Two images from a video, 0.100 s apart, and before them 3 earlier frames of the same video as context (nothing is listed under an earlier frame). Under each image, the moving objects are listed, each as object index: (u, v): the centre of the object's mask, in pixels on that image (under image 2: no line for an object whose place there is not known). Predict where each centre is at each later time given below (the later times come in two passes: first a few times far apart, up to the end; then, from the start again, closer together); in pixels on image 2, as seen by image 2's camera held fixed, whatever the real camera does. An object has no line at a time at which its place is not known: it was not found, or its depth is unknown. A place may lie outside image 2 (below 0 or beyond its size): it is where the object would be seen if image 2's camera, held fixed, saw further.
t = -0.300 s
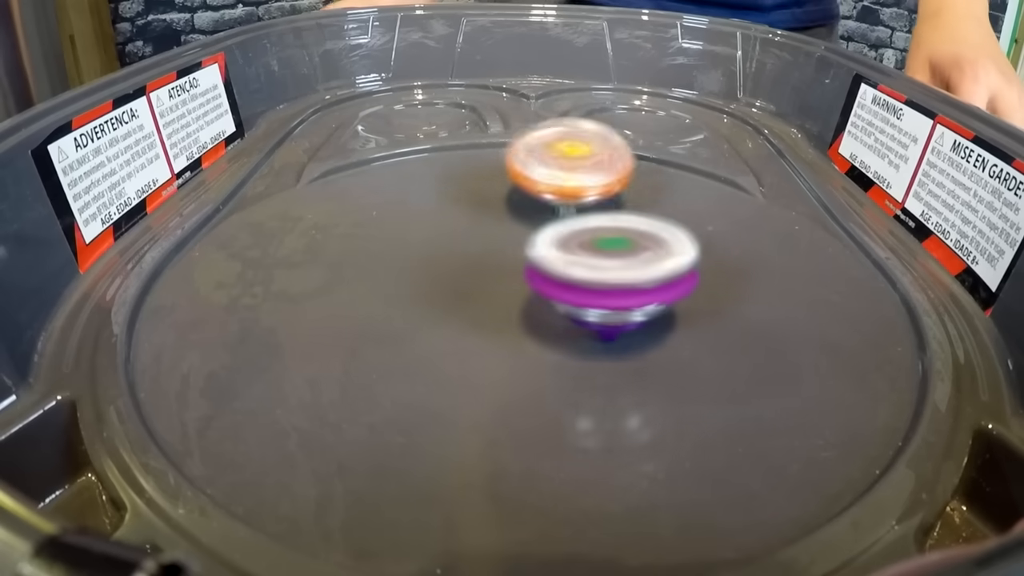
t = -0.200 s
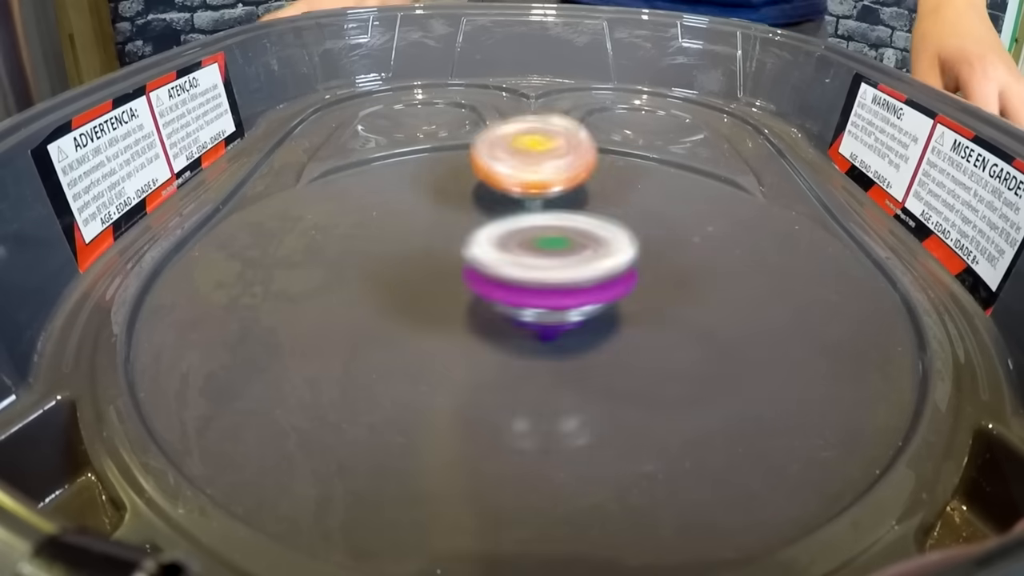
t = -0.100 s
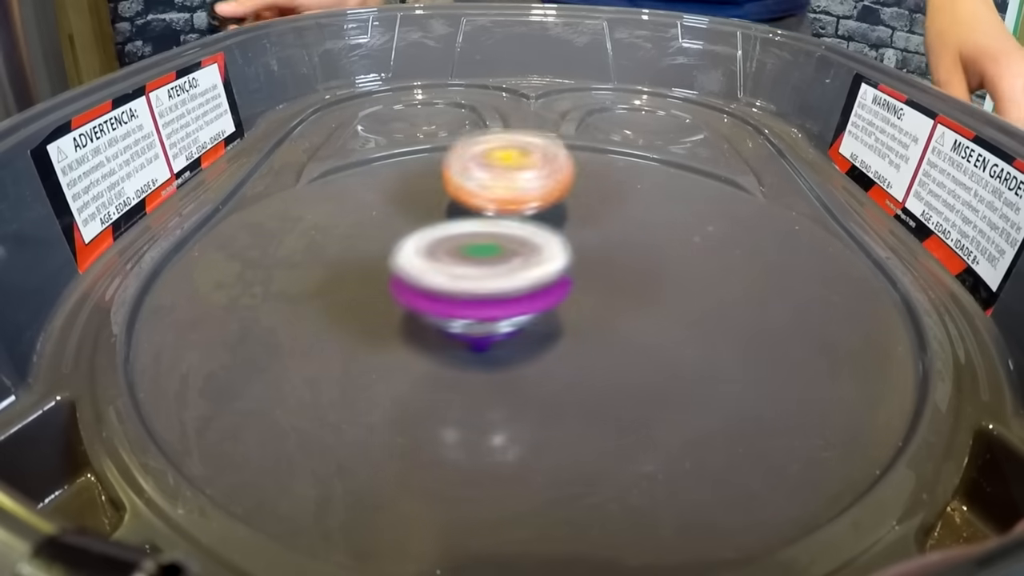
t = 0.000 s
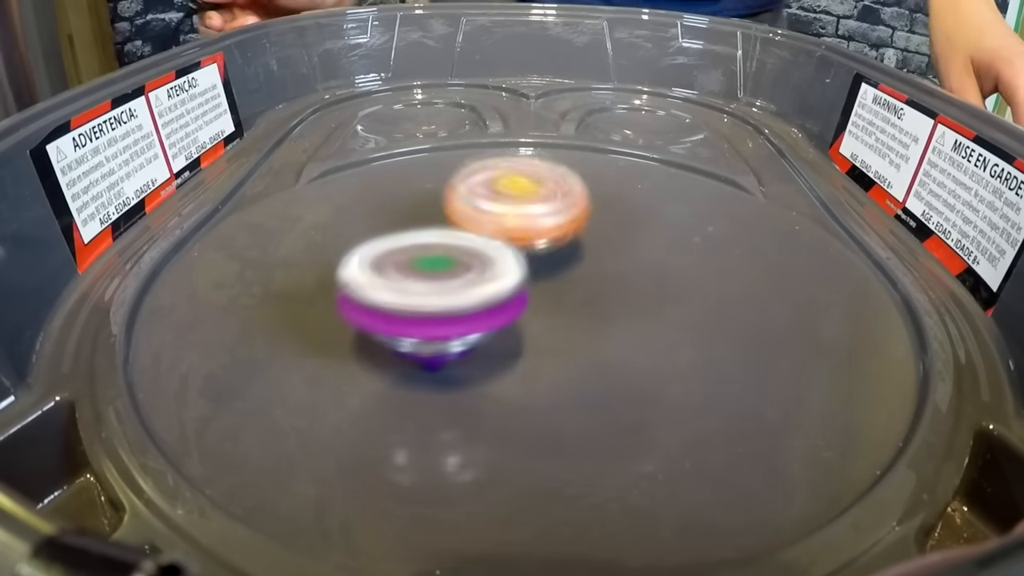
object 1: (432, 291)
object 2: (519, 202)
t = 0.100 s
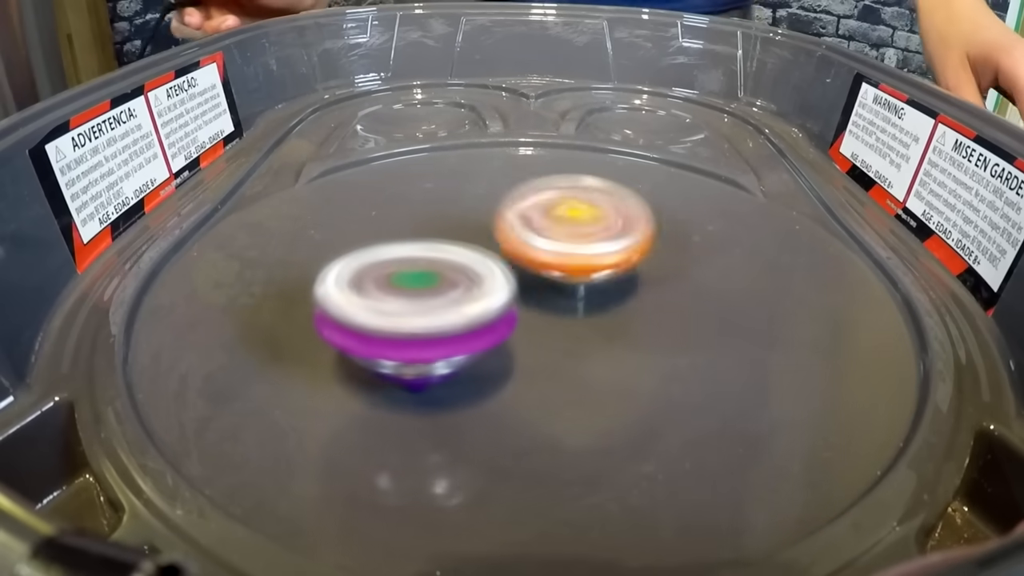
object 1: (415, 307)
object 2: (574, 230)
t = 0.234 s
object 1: (447, 312)
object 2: (669, 237)
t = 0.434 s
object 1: (490, 294)
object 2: (664, 218)
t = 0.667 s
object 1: (324, 293)
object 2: (664, 218)
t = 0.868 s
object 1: (268, 303)
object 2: (644, 210)
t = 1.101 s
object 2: (580, 248)
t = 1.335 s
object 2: (750, 279)
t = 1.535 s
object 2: (796, 175)
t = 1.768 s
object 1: (444, 153)
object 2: (743, 140)
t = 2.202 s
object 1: (634, 315)
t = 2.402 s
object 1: (517, 202)
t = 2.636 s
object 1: (539, 138)
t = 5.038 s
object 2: (600, 189)
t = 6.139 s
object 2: (584, 187)
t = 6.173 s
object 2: (589, 180)
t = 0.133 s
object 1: (420, 311)
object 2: (600, 239)
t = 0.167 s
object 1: (427, 313)
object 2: (628, 239)
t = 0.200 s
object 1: (437, 313)
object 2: (652, 239)
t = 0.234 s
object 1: (447, 312)
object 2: (669, 237)
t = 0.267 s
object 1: (458, 310)
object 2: (681, 235)
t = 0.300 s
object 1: (467, 308)
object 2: (685, 227)
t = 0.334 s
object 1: (474, 306)
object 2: (683, 225)
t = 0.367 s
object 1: (481, 302)
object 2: (679, 222)
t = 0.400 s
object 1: (486, 298)
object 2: (673, 219)
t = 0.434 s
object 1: (490, 294)
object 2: (664, 218)
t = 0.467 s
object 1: (494, 289)
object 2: (653, 219)
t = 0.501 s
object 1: (495, 285)
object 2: (641, 219)
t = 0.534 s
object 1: (494, 282)
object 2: (629, 222)
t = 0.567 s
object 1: (491, 279)
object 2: (619, 226)
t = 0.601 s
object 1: (430, 283)
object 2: (637, 224)
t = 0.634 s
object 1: (368, 291)
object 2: (654, 219)
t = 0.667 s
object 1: (324, 293)
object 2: (664, 218)
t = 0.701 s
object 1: (295, 294)
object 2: (669, 213)
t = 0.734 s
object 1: (280, 295)
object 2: (667, 210)
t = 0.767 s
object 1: (273, 297)
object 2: (665, 209)
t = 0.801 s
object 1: (270, 299)
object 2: (660, 207)
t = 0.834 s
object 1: (268, 302)
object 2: (651, 208)
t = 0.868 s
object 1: (268, 303)
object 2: (644, 210)
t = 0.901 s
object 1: (270, 304)
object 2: (634, 210)
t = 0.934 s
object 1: (274, 305)
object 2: (624, 214)
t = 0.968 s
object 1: (280, 306)
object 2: (614, 217)
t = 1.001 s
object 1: (288, 306)
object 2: (603, 223)
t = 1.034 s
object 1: (298, 305)
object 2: (595, 231)
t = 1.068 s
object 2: (586, 239)
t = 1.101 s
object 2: (580, 248)
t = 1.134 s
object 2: (578, 256)
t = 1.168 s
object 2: (574, 264)
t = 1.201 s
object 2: (571, 270)
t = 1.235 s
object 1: (365, 291)
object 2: (568, 277)
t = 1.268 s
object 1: (372, 287)
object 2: (579, 286)
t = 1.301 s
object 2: (668, 285)
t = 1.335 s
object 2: (750, 279)
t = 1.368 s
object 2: (814, 264)
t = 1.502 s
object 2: (825, 188)
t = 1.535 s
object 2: (796, 175)
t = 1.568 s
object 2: (770, 161)
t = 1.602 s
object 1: (416, 201)
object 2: (743, 156)
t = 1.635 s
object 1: (456, 196)
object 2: (715, 152)
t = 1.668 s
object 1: (493, 191)
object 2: (683, 153)
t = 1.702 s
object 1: (526, 188)
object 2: (650, 156)
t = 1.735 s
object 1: (503, 170)
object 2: (674, 146)
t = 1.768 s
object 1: (444, 153)
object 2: (743, 140)
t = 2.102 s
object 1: (495, 272)
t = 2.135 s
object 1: (539, 293)
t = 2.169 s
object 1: (588, 305)
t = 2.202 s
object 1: (634, 315)
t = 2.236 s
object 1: (620, 281)
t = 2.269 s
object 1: (592, 263)
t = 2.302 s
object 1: (564, 257)
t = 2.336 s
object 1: (546, 228)
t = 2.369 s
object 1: (527, 222)
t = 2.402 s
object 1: (517, 202)
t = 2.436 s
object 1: (509, 189)
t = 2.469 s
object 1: (505, 175)
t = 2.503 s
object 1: (504, 162)
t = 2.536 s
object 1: (509, 152)
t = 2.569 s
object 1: (517, 146)
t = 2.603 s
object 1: (527, 141)
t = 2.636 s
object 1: (539, 138)
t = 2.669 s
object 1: (554, 137)
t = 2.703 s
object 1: (573, 139)
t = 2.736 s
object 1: (594, 141)
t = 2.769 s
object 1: (615, 146)
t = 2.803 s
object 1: (635, 152)
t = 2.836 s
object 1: (656, 158)
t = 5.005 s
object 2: (594, 176)
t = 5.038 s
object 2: (600, 189)
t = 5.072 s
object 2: (604, 202)
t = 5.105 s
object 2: (604, 215)
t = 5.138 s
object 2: (601, 226)
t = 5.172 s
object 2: (593, 239)
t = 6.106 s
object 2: (572, 194)
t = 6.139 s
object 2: (584, 187)
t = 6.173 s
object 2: (589, 180)
